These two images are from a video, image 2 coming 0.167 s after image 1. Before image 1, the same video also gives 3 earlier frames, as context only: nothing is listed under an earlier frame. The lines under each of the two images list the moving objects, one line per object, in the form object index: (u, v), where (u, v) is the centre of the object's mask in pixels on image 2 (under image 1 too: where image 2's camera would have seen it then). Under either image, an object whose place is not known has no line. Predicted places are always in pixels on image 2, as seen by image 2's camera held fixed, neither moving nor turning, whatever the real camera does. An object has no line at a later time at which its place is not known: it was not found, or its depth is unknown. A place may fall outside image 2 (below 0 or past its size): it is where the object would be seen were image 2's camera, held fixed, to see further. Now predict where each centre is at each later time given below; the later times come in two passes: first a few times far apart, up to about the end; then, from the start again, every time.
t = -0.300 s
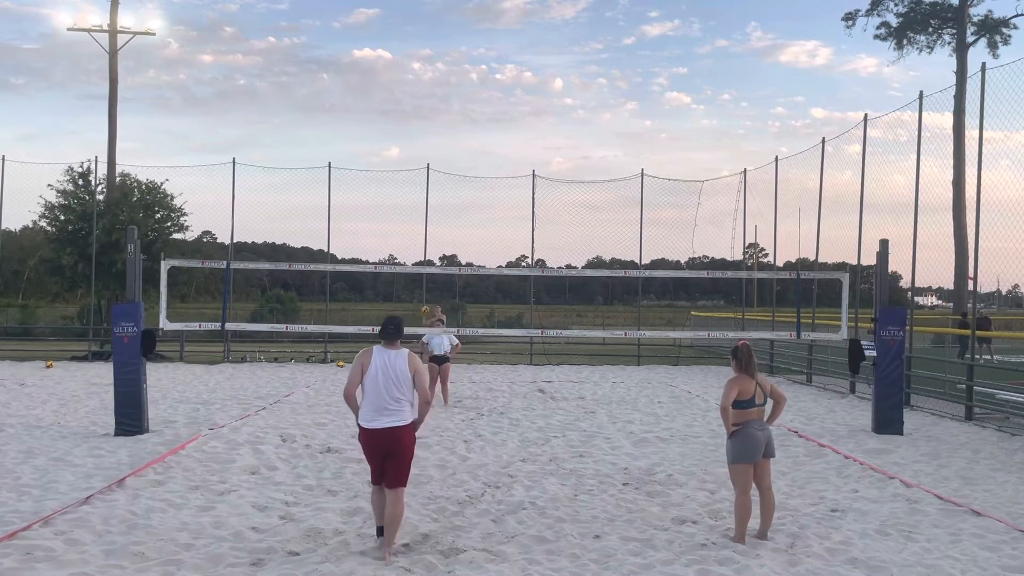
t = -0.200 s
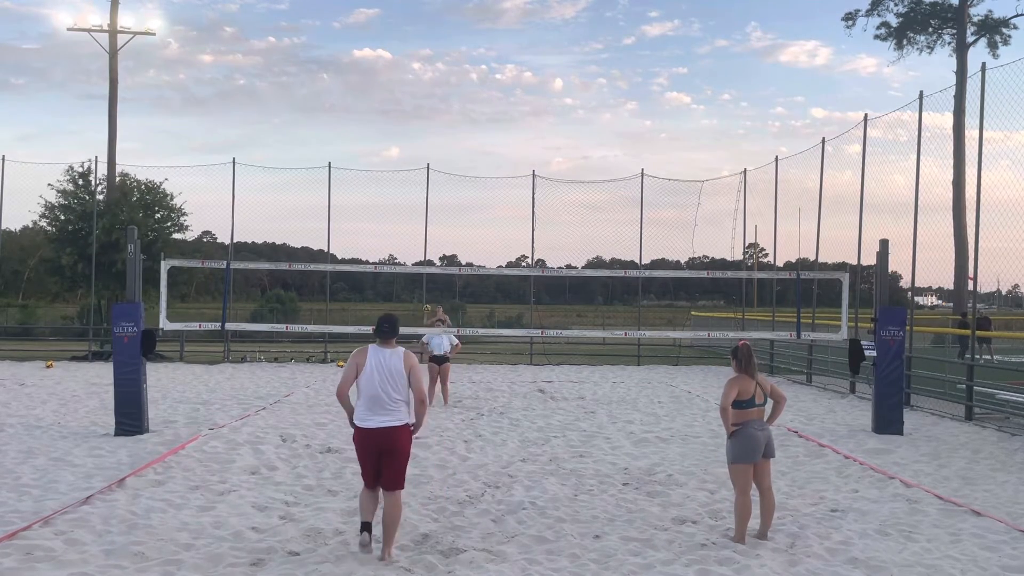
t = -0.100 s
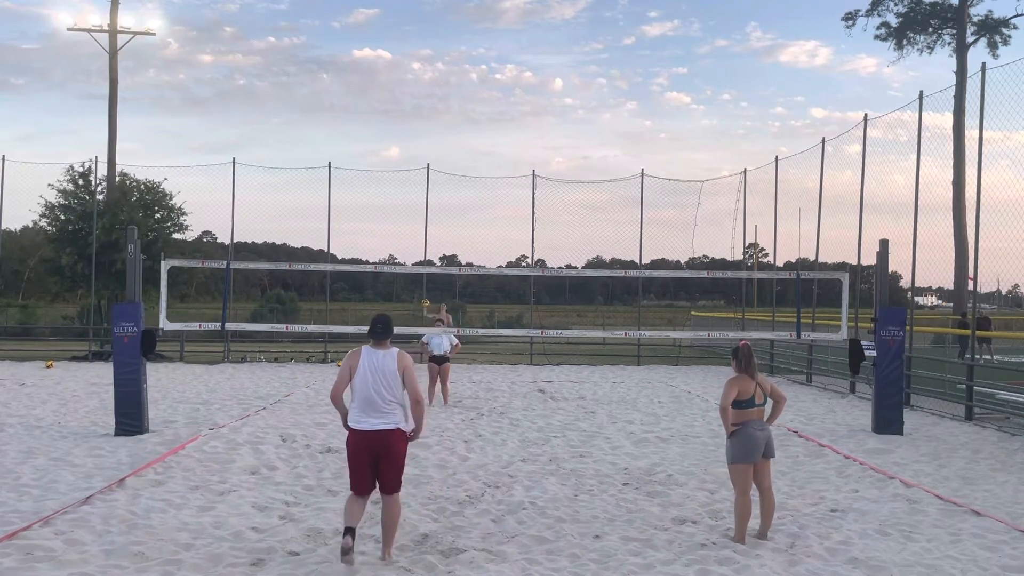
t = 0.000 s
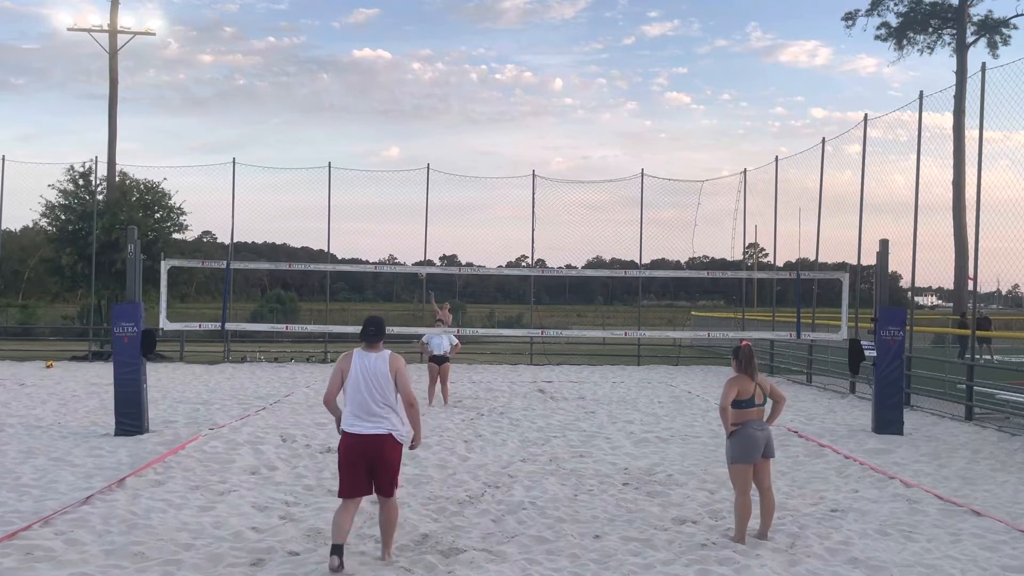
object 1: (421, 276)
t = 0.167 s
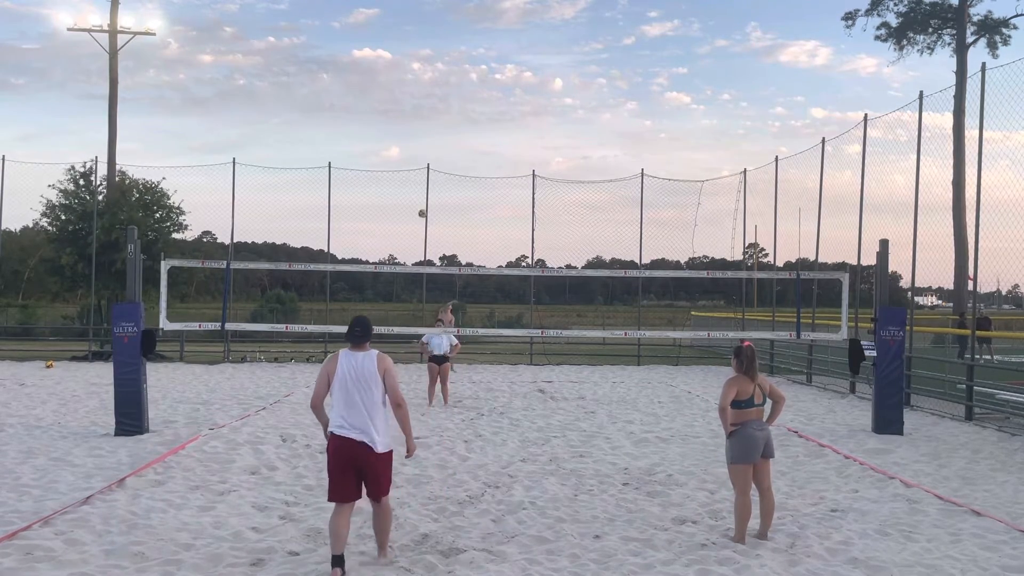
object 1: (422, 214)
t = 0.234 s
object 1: (422, 190)
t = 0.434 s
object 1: (421, 125)
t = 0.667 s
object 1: (420, 59)
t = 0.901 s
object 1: (418, 7)
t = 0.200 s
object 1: (422, 202)
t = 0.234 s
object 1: (422, 190)
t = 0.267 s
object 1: (422, 179)
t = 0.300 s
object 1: (422, 168)
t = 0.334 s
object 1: (422, 157)
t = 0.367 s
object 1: (422, 146)
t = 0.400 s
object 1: (422, 135)
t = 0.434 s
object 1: (421, 125)
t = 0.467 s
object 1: (421, 115)
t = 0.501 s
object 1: (421, 105)
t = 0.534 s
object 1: (421, 95)
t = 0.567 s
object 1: (420, 86)
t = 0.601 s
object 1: (420, 77)
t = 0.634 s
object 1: (420, 68)
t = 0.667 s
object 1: (420, 59)
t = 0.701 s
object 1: (419, 50)
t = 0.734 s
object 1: (419, 42)
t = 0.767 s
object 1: (419, 35)
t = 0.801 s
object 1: (419, 27)
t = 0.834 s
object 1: (419, 20)
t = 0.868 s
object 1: (418, 13)
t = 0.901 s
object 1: (418, 7)
